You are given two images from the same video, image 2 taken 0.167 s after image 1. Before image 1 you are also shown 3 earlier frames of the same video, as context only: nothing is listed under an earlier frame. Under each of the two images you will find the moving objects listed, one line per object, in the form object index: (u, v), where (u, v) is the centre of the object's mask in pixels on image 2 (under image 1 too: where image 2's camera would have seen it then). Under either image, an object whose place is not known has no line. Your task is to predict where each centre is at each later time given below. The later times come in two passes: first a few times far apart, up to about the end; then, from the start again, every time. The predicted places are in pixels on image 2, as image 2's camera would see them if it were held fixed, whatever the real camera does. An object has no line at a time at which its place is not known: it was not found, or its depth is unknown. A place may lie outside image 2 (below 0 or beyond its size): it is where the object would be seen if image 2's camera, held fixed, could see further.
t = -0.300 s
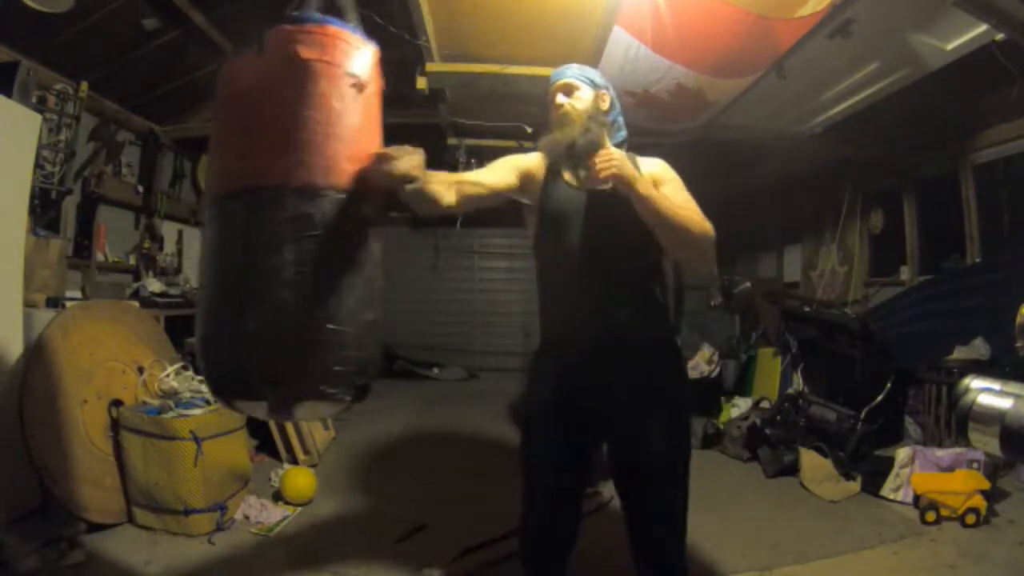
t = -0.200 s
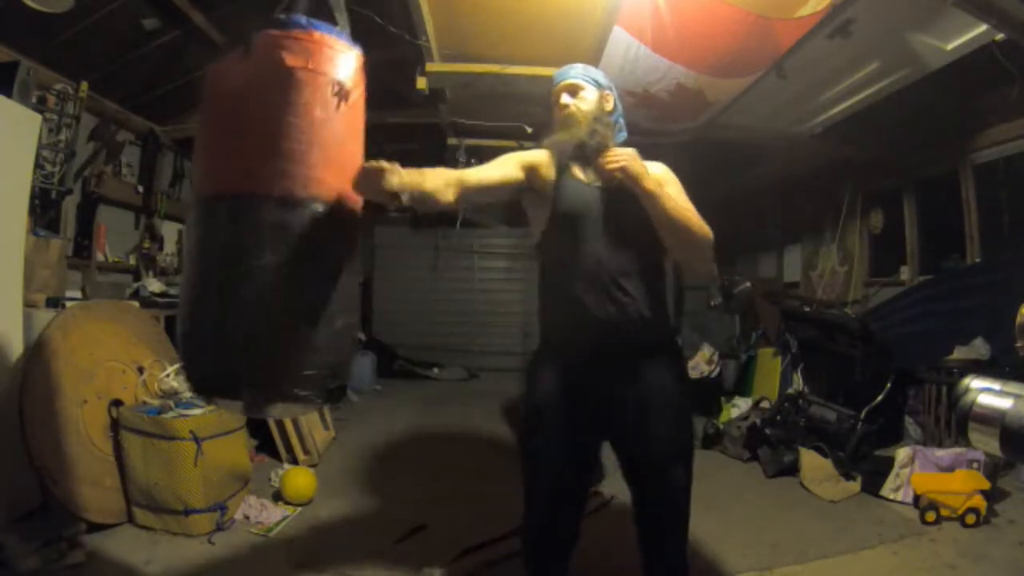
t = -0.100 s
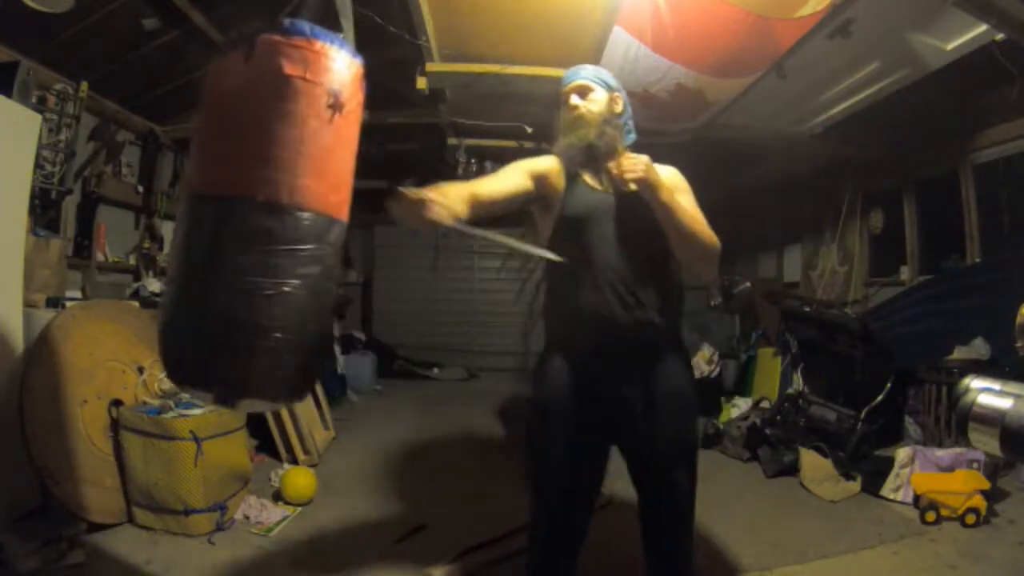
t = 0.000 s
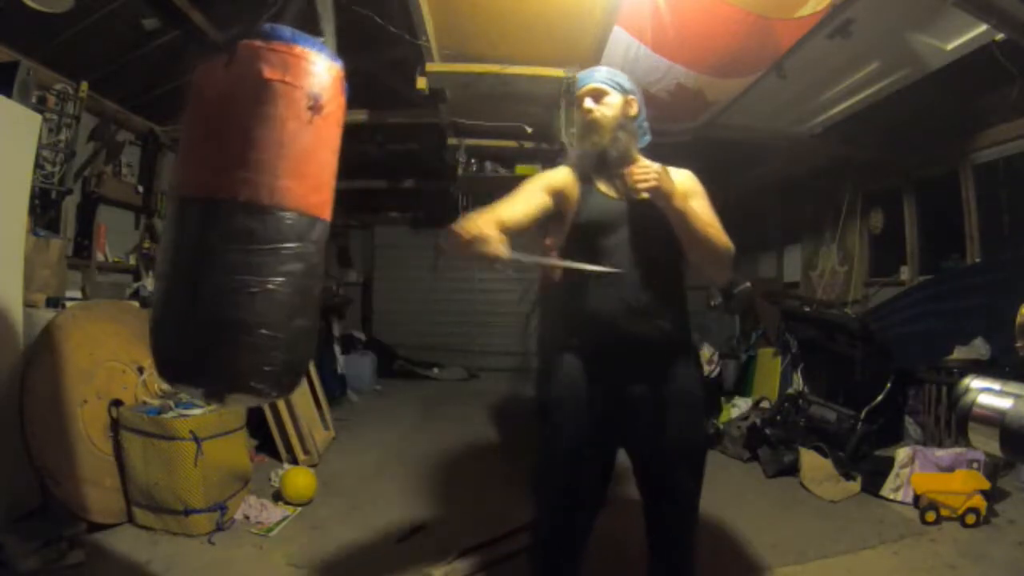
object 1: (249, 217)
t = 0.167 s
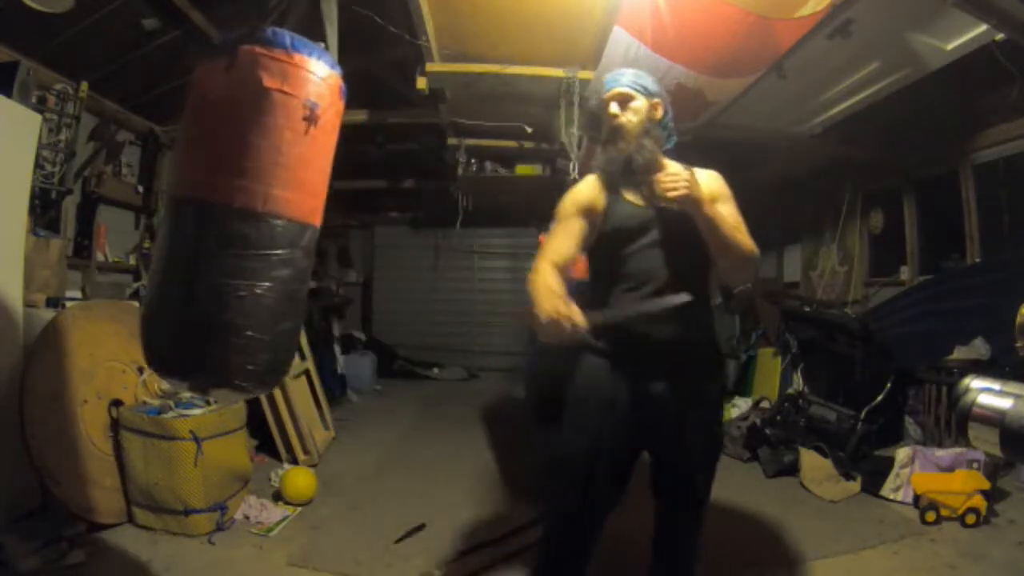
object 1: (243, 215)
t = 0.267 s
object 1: (242, 216)
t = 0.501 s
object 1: (261, 218)
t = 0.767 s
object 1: (305, 224)
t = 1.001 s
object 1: (347, 219)
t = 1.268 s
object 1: (375, 217)
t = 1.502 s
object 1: (360, 219)
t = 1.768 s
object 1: (310, 223)
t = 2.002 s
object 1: (269, 218)
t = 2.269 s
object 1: (244, 215)
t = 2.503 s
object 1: (248, 216)
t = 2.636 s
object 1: (261, 218)
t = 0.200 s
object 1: (242, 215)
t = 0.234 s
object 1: (243, 215)
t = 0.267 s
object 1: (242, 216)
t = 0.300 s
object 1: (243, 215)
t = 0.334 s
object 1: (244, 215)
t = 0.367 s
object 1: (246, 214)
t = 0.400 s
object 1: (249, 215)
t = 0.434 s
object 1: (254, 216)
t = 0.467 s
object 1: (257, 217)
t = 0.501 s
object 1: (261, 218)
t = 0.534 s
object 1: (265, 219)
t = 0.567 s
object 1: (269, 219)
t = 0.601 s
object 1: (273, 219)
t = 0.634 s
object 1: (279, 218)
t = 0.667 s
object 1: (285, 218)
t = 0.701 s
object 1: (291, 219)
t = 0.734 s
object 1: (298, 223)
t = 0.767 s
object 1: (305, 224)
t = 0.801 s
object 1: (311, 224)
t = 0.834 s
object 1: (316, 220)
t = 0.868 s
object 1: (323, 222)
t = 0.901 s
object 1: (329, 217)
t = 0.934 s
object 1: (336, 220)
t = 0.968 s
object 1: (341, 219)
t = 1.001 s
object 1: (347, 219)
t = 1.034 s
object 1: (353, 220)
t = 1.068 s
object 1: (358, 219)
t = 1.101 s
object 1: (362, 219)
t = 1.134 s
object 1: (366, 218)
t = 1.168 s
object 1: (369, 217)
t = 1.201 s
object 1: (371, 217)
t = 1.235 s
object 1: (373, 217)
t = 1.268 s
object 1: (375, 217)
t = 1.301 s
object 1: (375, 217)
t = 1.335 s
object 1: (374, 217)
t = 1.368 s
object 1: (373, 218)
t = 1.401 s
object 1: (371, 217)
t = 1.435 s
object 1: (368, 218)
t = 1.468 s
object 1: (365, 218)
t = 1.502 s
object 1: (360, 219)
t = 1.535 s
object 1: (355, 219)
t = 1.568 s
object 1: (350, 221)
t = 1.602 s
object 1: (345, 220)
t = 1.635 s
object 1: (338, 221)
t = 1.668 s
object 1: (331, 220)
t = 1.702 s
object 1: (323, 222)
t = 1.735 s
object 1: (317, 222)
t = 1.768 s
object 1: (310, 223)
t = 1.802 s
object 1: (304, 223)
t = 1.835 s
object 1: (298, 222)
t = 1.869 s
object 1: (291, 222)
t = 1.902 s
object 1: (286, 222)
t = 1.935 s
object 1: (279, 222)
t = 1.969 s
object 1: (274, 221)
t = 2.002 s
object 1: (269, 218)
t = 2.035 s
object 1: (264, 218)
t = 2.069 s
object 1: (260, 218)
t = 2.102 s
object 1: (257, 218)
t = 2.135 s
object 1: (253, 217)
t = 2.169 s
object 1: (250, 217)
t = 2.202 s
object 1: (247, 215)
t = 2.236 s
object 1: (246, 215)
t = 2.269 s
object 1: (244, 215)
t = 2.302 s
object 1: (243, 215)
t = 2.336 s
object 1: (243, 215)
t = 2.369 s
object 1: (243, 215)
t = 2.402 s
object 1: (243, 215)
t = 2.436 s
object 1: (245, 215)
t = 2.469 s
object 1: (246, 215)
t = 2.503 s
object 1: (248, 216)
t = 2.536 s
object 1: (251, 216)
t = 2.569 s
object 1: (254, 216)
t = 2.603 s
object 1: (257, 217)
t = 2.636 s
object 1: (261, 218)
